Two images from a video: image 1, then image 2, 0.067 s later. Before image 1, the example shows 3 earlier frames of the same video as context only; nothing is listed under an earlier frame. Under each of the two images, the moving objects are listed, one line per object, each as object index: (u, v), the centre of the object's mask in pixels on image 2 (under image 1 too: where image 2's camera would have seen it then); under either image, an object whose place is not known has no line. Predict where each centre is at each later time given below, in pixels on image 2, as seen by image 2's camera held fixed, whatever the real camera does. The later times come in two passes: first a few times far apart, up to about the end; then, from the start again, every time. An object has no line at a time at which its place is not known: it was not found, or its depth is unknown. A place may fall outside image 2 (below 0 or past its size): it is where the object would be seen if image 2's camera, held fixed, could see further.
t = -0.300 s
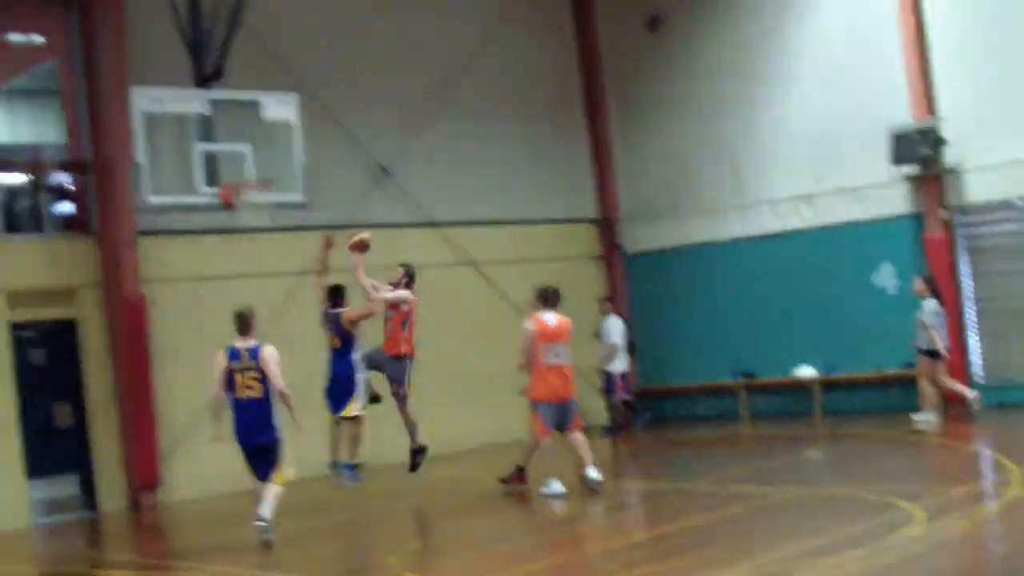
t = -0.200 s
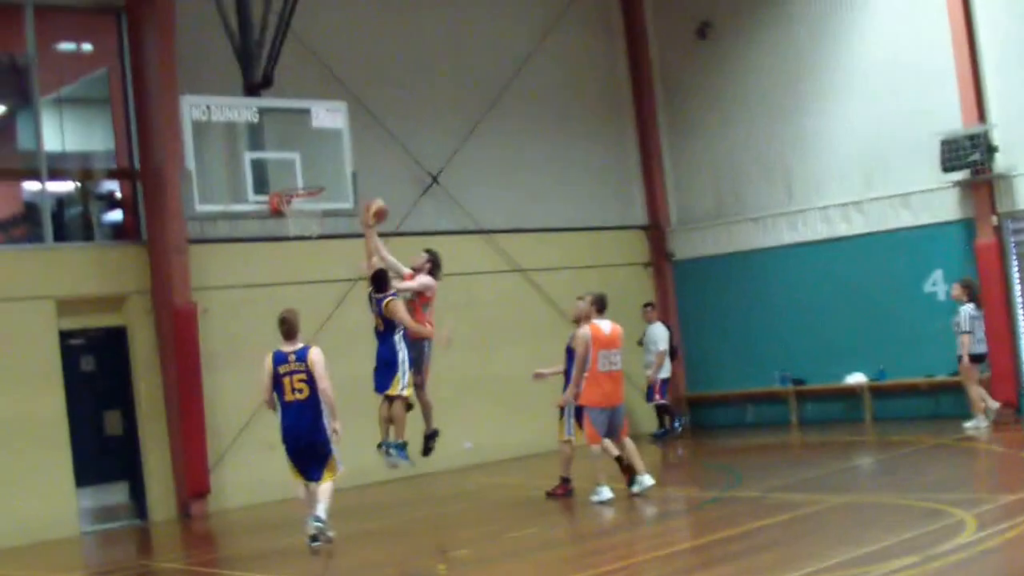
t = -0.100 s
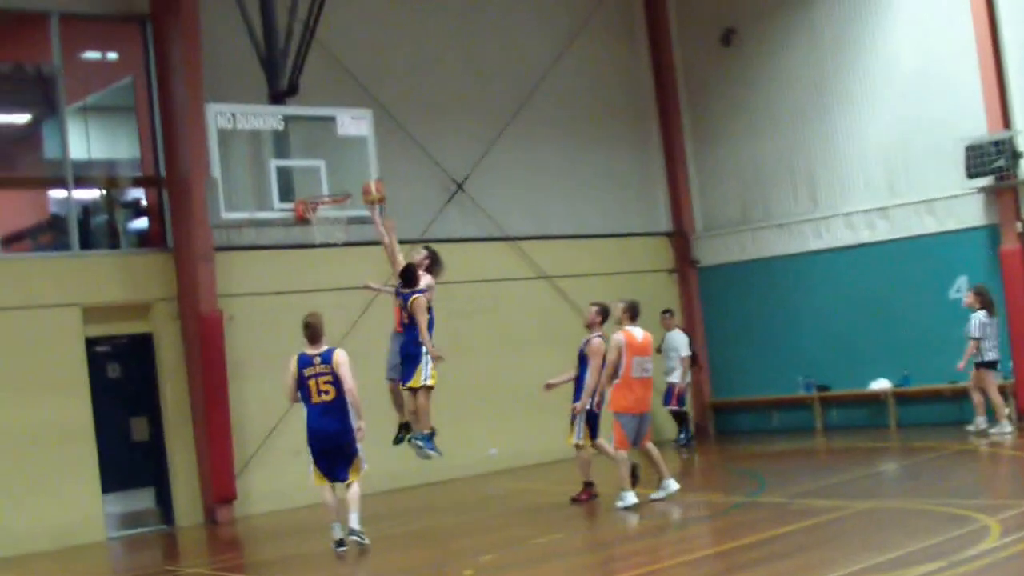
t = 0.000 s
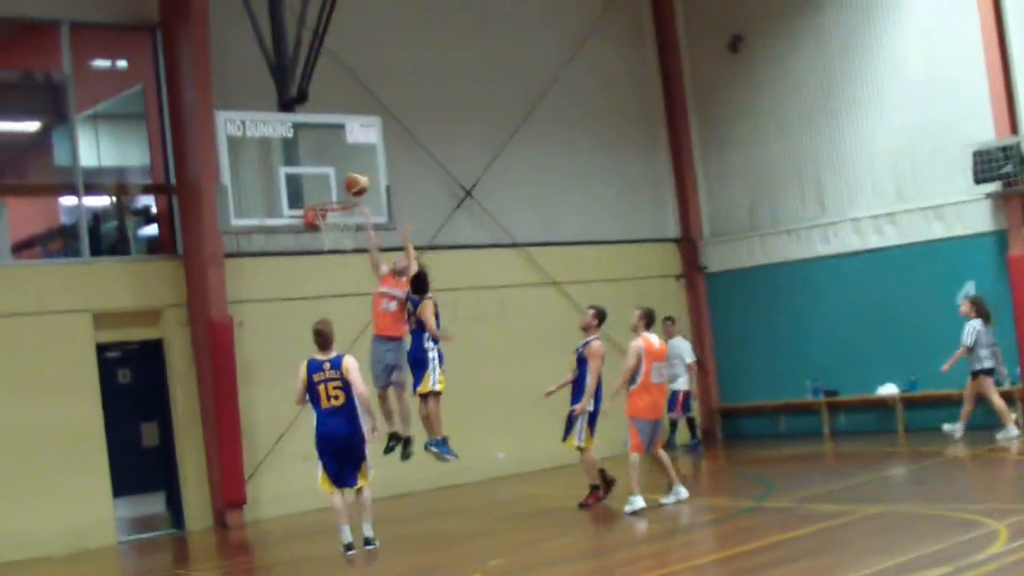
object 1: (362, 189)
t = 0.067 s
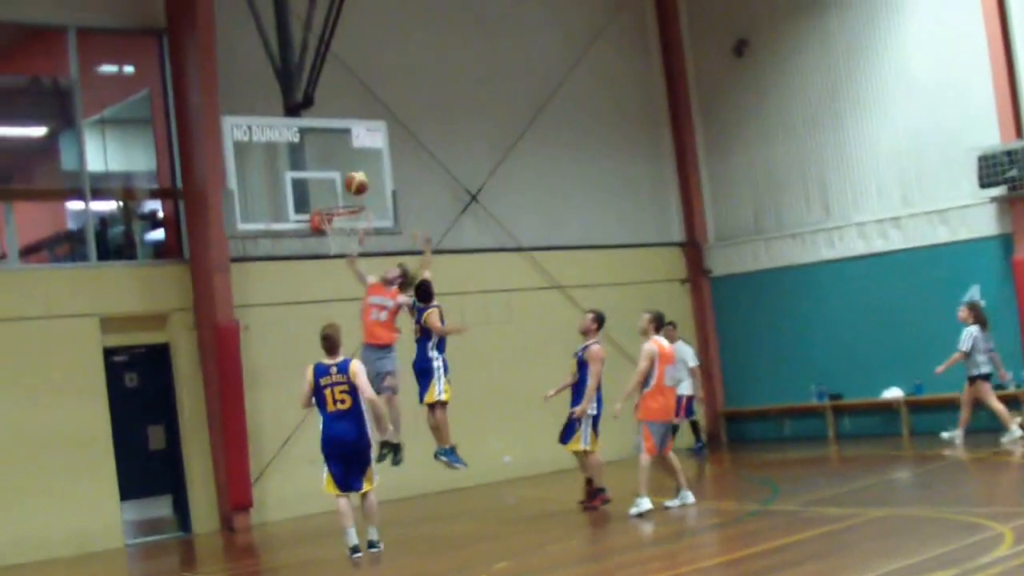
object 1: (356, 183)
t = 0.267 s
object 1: (352, 188)
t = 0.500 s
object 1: (347, 232)
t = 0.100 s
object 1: (355, 181)
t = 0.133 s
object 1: (354, 180)
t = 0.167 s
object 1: (354, 181)
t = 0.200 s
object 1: (353, 182)
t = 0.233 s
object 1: (353, 184)
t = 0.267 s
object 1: (352, 188)
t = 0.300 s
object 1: (352, 194)
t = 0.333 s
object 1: (351, 198)
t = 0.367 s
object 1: (353, 206)
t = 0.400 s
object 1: (351, 218)
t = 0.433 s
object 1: (352, 223)
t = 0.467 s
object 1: (350, 230)
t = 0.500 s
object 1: (347, 232)
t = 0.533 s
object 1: (347, 233)
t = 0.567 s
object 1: (350, 244)
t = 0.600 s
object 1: (349, 253)
